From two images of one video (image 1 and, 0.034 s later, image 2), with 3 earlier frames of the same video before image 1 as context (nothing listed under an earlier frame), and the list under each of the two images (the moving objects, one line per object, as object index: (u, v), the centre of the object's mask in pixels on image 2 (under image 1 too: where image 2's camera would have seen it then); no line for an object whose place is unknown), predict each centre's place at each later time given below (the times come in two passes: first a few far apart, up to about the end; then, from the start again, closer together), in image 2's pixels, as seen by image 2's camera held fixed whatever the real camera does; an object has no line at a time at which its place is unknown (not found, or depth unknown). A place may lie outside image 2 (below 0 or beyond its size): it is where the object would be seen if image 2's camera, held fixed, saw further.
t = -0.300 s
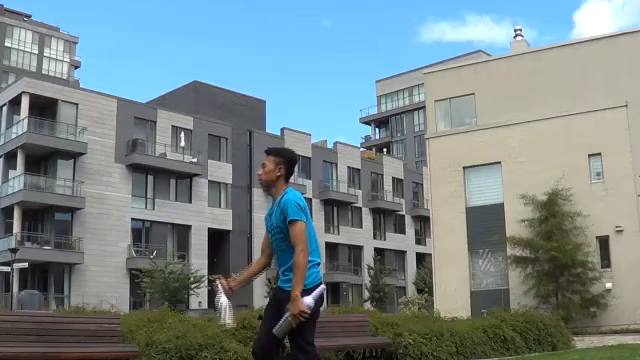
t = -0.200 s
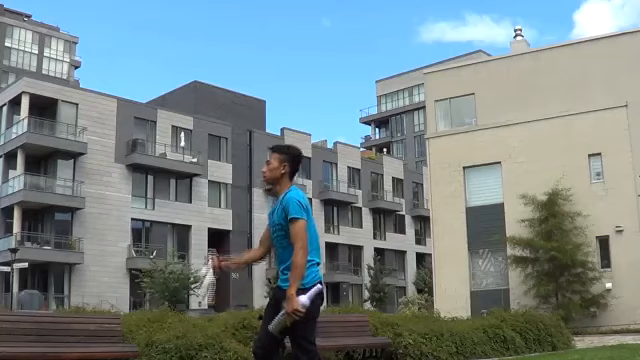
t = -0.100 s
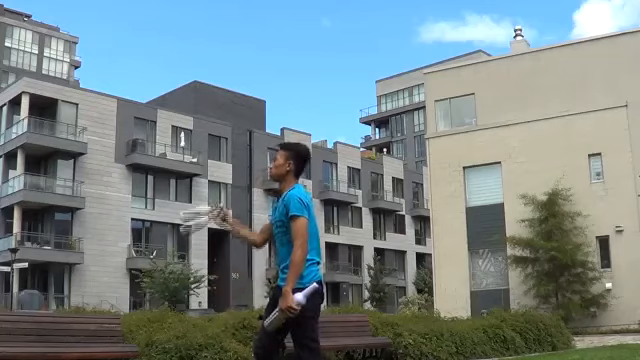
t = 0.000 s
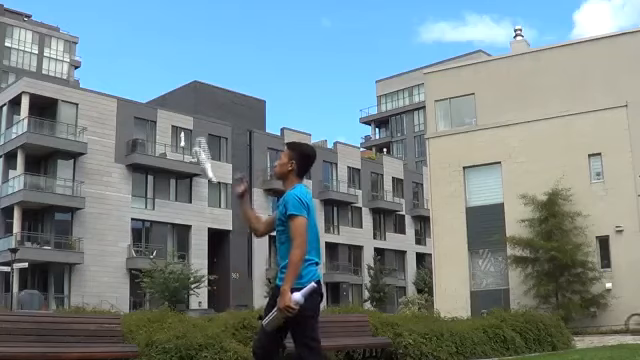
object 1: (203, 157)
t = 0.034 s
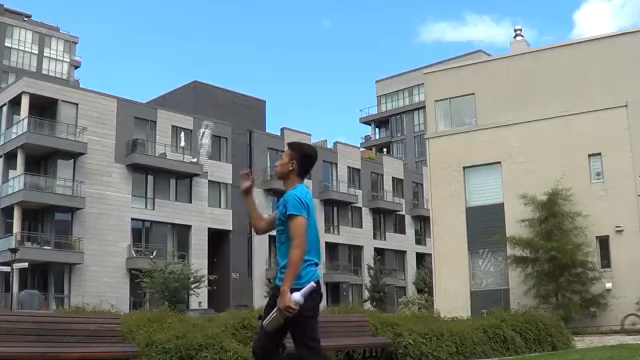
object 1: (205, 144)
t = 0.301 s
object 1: (220, 73)
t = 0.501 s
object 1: (226, 93)
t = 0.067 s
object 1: (204, 132)
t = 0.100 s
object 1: (206, 117)
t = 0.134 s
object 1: (207, 105)
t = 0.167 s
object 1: (209, 95)
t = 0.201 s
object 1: (211, 84)
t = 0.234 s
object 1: (214, 80)
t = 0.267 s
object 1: (216, 77)
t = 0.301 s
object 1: (220, 73)
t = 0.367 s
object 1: (223, 74)
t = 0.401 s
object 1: (224, 77)
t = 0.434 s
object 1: (224, 81)
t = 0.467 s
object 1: (225, 87)
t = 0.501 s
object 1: (226, 93)
